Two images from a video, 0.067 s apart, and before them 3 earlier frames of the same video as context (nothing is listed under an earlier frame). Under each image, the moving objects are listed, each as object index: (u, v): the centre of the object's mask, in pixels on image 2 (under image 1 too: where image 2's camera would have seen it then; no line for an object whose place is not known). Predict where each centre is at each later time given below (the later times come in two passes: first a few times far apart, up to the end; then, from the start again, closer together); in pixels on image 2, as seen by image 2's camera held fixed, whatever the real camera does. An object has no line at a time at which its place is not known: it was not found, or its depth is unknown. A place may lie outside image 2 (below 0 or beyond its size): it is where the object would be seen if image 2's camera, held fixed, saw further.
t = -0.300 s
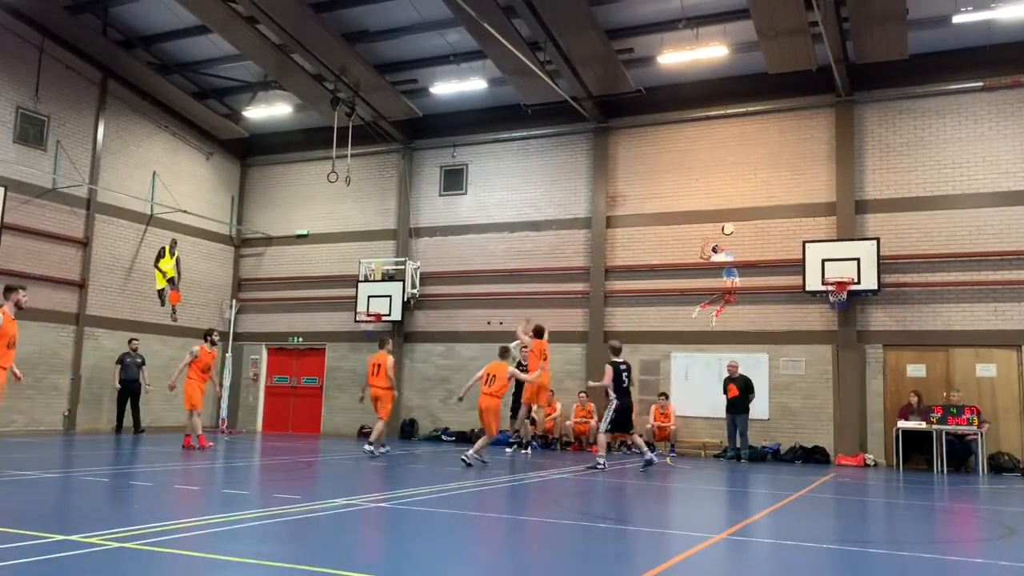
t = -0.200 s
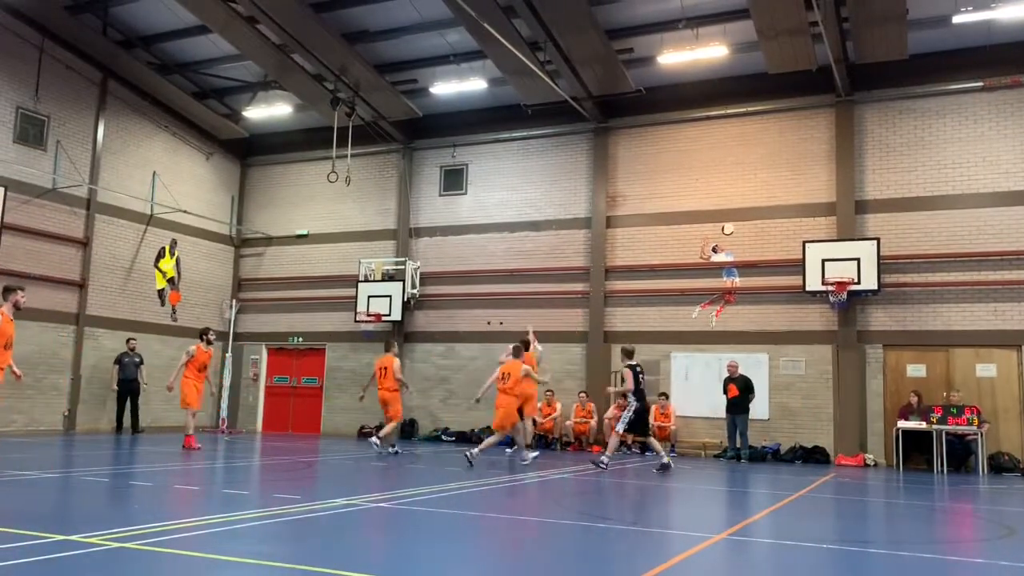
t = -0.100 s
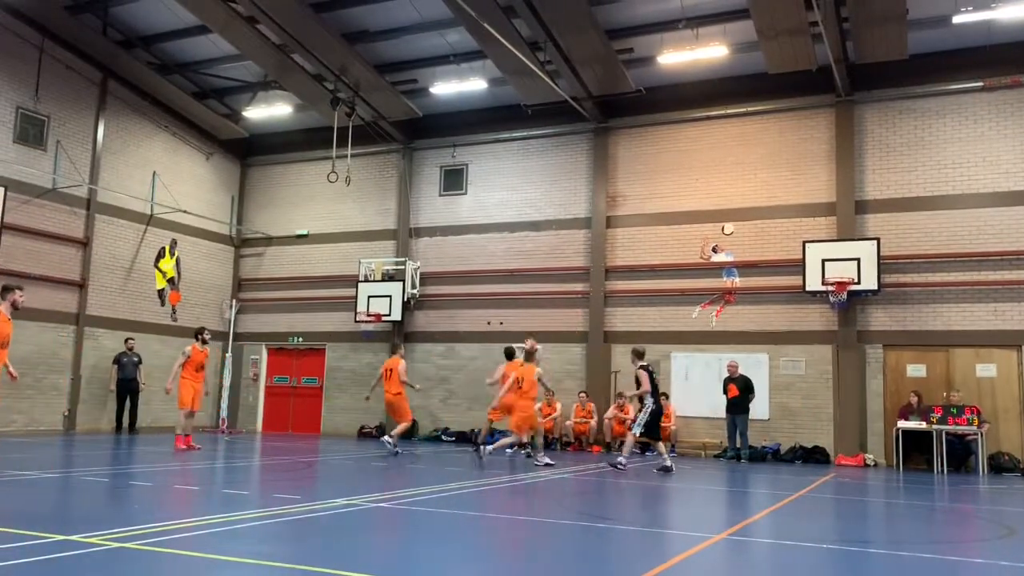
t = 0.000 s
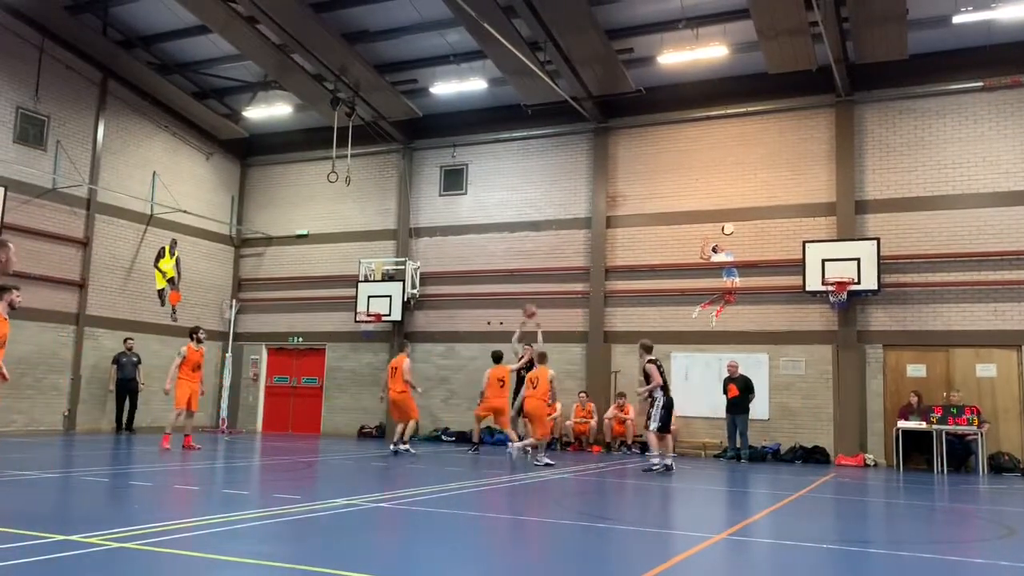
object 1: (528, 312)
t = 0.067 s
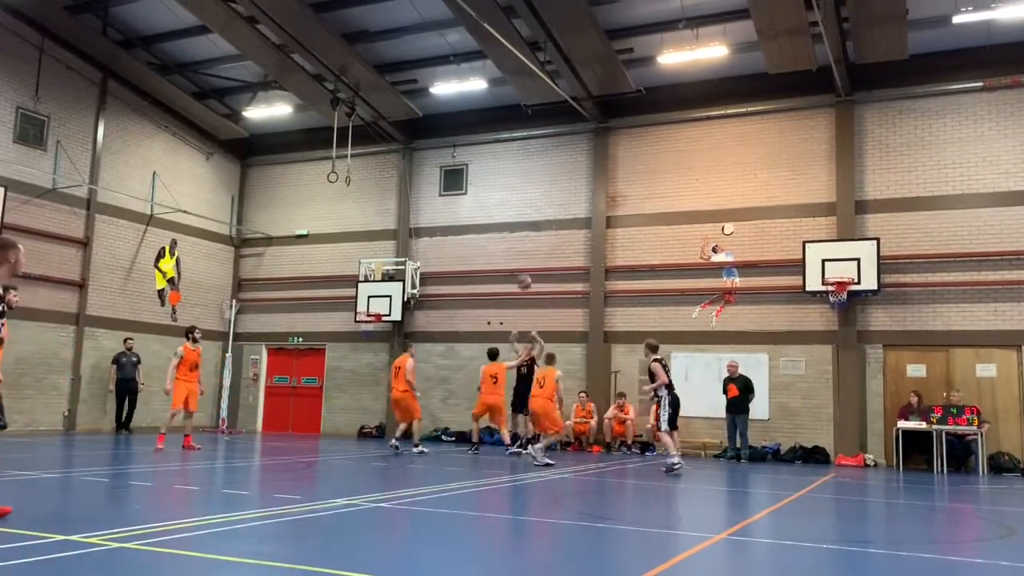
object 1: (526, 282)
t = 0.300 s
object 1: (504, 188)
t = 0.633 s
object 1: (464, 82)
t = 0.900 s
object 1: (406, 41)
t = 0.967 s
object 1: (390, 39)
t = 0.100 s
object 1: (520, 270)
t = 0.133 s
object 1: (517, 255)
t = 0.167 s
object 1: (517, 242)
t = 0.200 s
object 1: (509, 227)
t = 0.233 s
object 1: (506, 215)
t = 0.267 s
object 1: (506, 201)
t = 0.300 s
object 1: (504, 188)
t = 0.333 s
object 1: (501, 175)
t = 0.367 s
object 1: (496, 164)
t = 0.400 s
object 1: (492, 154)
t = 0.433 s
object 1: (491, 143)
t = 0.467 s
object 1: (486, 131)
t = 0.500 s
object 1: (480, 121)
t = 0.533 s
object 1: (476, 111)
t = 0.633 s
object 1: (464, 82)
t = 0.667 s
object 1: (455, 75)
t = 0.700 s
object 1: (449, 68)
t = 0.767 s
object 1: (439, 56)
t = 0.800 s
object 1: (433, 50)
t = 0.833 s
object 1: (423, 47)
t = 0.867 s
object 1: (416, 42)
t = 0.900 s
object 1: (406, 41)
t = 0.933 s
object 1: (399, 39)
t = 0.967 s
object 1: (390, 39)
